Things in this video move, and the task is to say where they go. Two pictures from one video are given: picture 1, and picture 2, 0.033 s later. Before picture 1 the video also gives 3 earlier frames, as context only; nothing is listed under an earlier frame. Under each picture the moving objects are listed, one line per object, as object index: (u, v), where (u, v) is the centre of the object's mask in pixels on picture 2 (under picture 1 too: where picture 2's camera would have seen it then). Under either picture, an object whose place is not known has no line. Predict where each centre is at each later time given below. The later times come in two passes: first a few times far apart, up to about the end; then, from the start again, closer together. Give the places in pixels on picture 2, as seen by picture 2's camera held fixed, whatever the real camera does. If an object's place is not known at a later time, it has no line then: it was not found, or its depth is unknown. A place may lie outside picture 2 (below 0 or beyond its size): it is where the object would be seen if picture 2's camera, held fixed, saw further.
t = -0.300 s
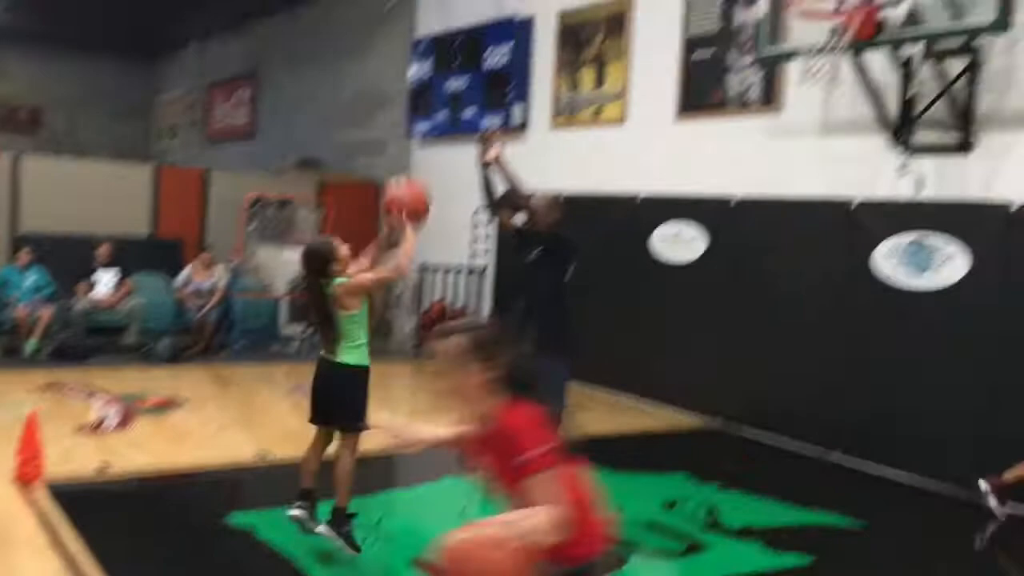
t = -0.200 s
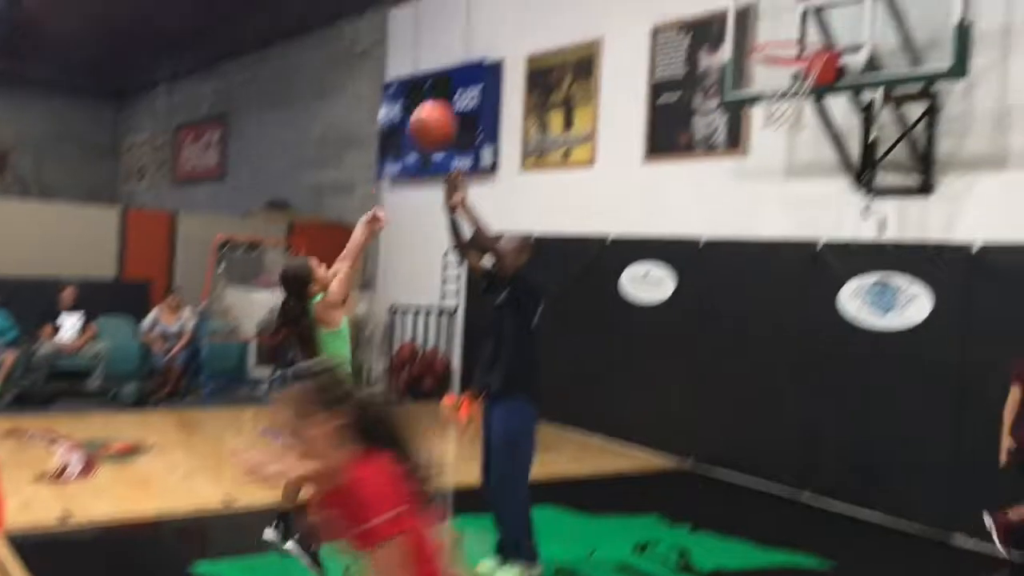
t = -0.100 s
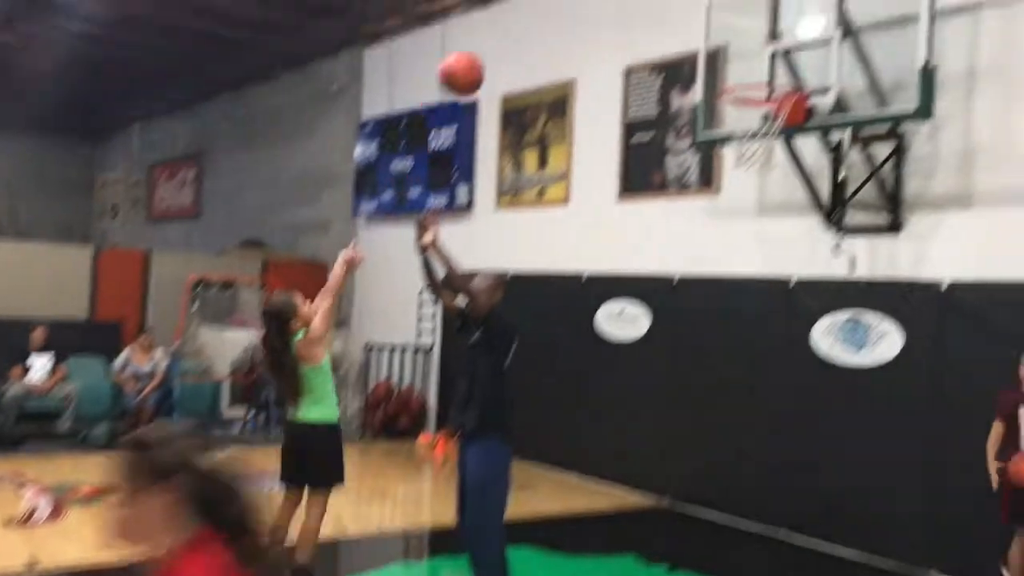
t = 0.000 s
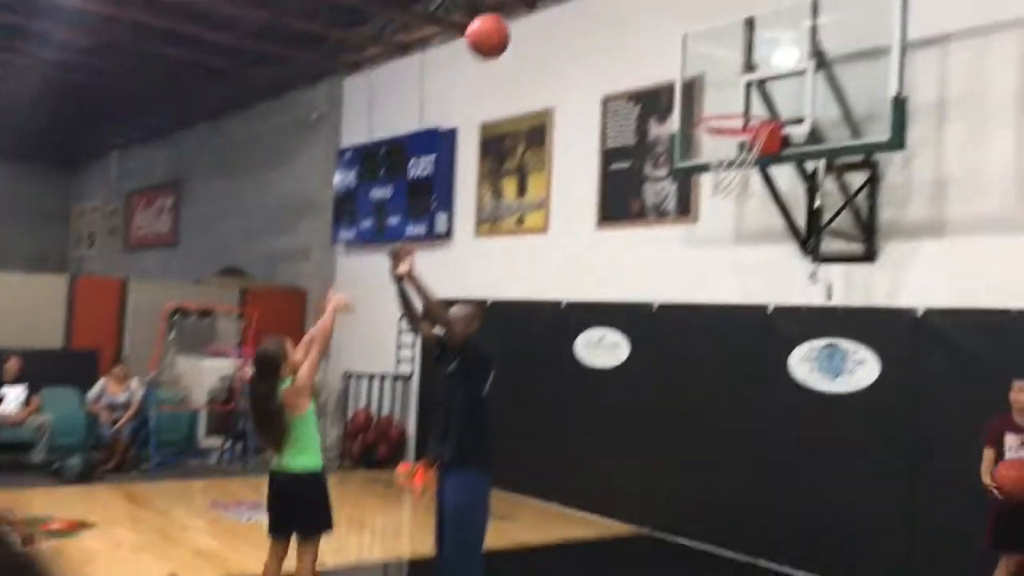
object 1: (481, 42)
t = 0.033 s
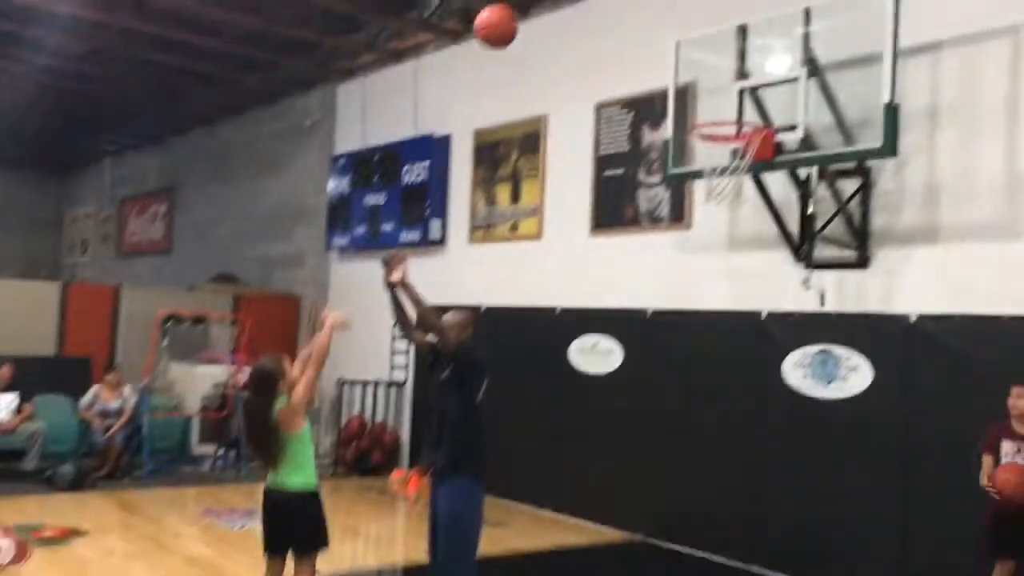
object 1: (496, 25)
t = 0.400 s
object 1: (633, -7)
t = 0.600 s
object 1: (692, 41)
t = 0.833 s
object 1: (727, 111)
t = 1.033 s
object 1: (720, 66)
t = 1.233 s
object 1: (709, 78)
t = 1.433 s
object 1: (695, 162)
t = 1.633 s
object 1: (675, 334)
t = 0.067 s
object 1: (510, 13)
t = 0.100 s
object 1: (524, 4)
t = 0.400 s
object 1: (633, -7)
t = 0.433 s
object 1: (644, -4)
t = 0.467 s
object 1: (655, 0)
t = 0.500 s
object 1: (664, 5)
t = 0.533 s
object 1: (674, 13)
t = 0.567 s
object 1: (683, 26)
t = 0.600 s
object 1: (692, 41)
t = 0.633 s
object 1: (701, 57)
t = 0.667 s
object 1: (710, 74)
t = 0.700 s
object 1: (717, 92)
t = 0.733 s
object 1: (725, 110)
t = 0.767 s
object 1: (730, 120)
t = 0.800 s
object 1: (728, 115)
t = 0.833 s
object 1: (727, 111)
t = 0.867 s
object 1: (724, 103)
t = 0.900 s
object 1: (723, 93)
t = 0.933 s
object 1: (723, 84)
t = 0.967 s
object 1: (722, 76)
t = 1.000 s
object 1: (721, 71)
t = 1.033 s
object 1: (720, 66)
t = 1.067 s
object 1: (718, 64)
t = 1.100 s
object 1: (717, 63)
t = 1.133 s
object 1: (715, 64)
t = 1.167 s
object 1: (713, 67)
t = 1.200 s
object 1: (712, 72)
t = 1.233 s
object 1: (709, 78)
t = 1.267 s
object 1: (707, 87)
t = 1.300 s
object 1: (705, 97)
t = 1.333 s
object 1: (703, 110)
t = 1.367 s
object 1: (701, 125)
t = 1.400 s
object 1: (698, 142)
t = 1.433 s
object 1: (695, 162)
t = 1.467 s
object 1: (693, 184)
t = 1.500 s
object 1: (689, 209)
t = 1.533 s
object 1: (686, 235)
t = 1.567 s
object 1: (683, 263)
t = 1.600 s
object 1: (680, 295)
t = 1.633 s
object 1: (675, 334)
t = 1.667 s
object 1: (672, 371)
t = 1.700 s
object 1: (668, 413)
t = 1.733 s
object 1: (664, 459)
